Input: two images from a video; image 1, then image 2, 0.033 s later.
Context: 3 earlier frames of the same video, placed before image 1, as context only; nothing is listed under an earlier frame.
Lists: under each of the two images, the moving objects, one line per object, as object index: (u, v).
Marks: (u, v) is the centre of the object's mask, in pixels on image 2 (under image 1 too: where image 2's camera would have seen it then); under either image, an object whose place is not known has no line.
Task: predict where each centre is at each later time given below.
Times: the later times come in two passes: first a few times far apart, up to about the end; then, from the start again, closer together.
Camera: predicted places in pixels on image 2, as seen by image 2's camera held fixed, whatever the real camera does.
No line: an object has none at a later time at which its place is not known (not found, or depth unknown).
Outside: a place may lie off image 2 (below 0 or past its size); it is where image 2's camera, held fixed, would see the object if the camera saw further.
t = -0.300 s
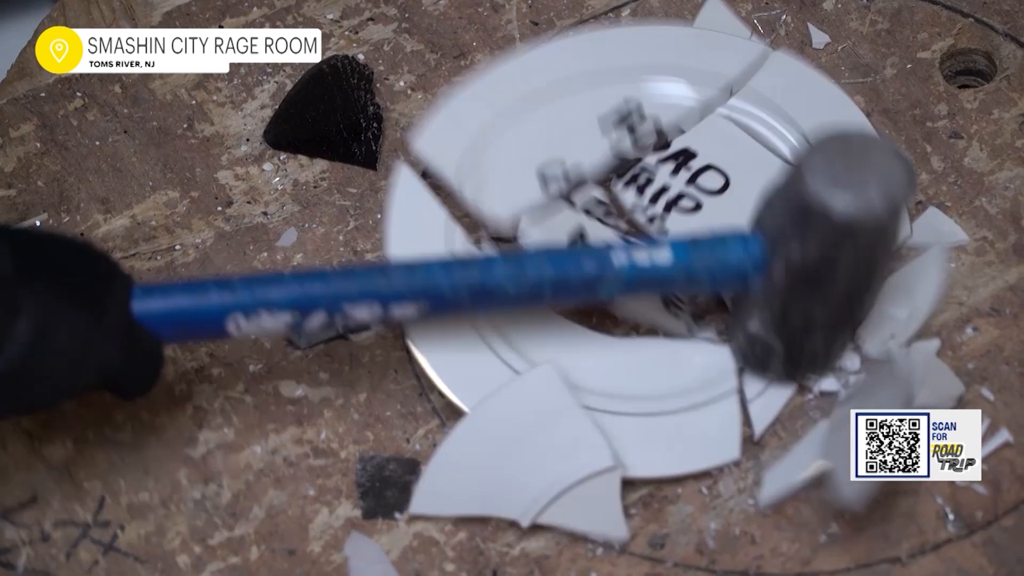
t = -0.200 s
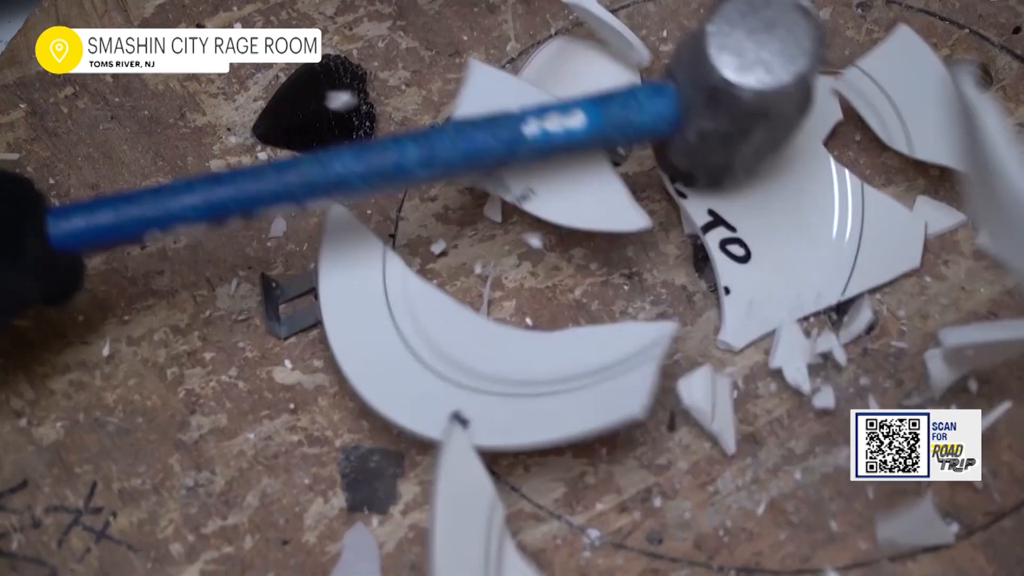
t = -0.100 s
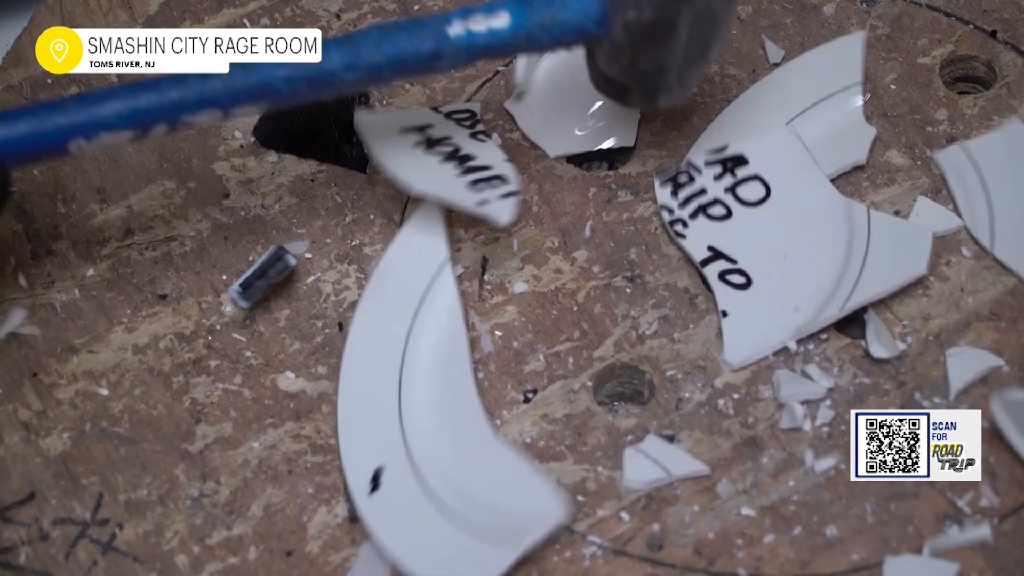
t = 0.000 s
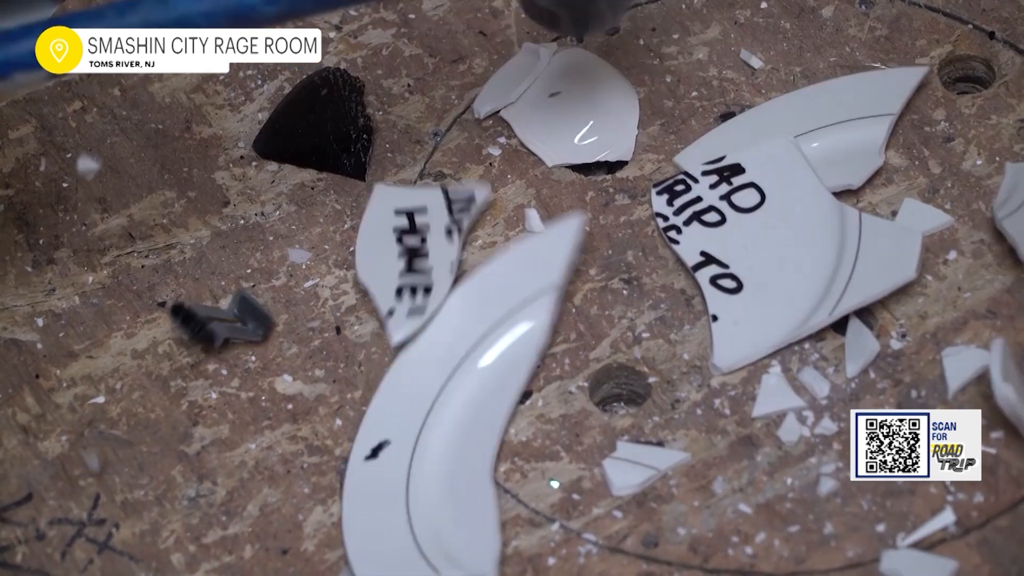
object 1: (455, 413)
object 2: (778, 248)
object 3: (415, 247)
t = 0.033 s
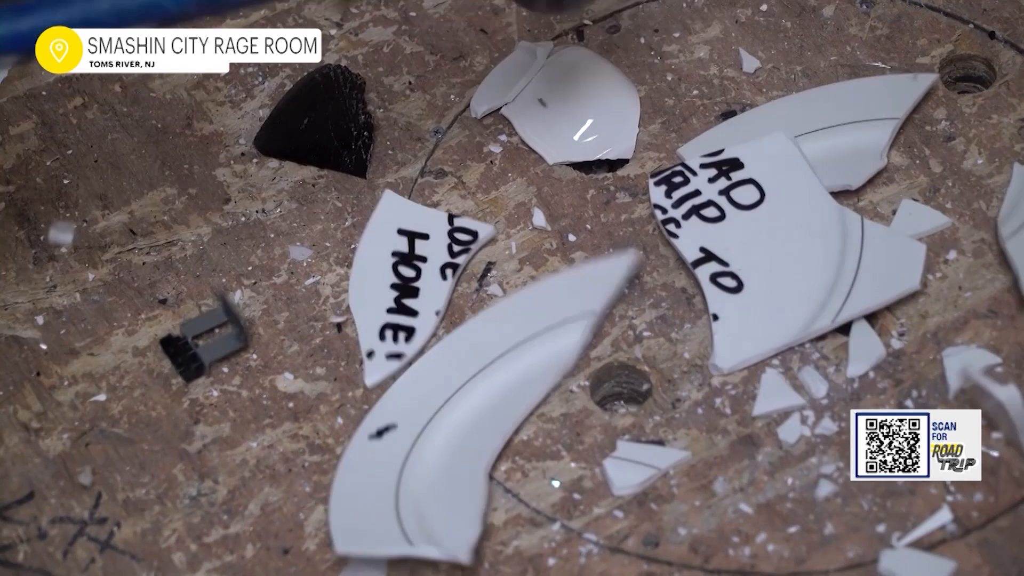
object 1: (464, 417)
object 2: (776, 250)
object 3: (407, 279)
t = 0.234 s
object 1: (459, 413)
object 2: (766, 256)
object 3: (389, 285)
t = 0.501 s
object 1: (471, 424)
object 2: (764, 261)
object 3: (387, 279)
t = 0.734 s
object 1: (476, 425)
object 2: (764, 262)
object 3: (389, 271)
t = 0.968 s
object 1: (476, 425)
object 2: (764, 262)
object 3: (390, 269)
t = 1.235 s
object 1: (476, 425)
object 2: (764, 262)
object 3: (390, 269)
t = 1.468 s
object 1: (476, 425)
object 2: (764, 262)
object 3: (390, 269)
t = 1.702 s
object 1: (476, 425)
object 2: (764, 262)
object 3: (390, 269)
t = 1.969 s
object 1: (476, 425)
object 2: (764, 262)
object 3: (390, 269)
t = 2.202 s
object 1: (476, 425)
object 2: (764, 262)
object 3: (390, 269)
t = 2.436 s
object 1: (476, 425)
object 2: (764, 262)
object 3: (390, 269)
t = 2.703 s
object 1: (476, 425)
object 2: (764, 262)
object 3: (390, 269)
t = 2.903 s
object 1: (476, 425)
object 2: (764, 262)
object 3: (390, 269)
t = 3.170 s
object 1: (476, 425)
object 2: (764, 262)
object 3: (390, 269)
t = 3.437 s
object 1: (476, 425)
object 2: (764, 262)
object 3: (390, 269)
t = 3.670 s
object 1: (476, 425)
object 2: (764, 262)
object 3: (390, 269)
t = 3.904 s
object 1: (476, 425)
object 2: (764, 262)
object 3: (390, 269)
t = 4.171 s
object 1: (476, 425)
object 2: (764, 262)
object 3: (390, 269)
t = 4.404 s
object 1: (476, 425)
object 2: (764, 262)
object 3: (390, 269)
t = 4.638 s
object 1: (476, 425)
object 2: (764, 262)
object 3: (390, 269)
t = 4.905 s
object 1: (476, 425)
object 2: (764, 262)
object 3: (390, 269)
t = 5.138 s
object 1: (476, 425)
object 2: (764, 262)
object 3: (390, 269)
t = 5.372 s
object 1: (476, 425)
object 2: (764, 262)
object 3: (390, 269)
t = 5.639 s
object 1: (476, 425)
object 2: (764, 262)
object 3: (390, 269)
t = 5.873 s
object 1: (476, 425)
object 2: (764, 262)
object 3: (390, 269)
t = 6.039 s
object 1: (476, 425)
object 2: (764, 262)
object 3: (390, 269)
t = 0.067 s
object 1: (465, 415)
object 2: (776, 250)
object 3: (404, 279)
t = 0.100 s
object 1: (461, 409)
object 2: (776, 250)
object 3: (403, 279)
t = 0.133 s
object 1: (455, 407)
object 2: (774, 251)
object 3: (402, 279)
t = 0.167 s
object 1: (452, 406)
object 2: (770, 253)
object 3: (398, 281)
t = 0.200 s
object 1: (454, 408)
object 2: (767, 254)
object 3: (394, 283)
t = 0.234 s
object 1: (459, 413)
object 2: (766, 256)
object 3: (389, 285)
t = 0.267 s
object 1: (465, 420)
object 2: (765, 257)
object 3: (386, 286)
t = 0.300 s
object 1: (469, 422)
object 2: (766, 260)
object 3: (385, 285)
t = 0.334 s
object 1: (469, 418)
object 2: (766, 260)
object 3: (387, 281)
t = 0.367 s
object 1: (470, 417)
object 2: (766, 261)
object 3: (387, 279)
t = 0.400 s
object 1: (471, 420)
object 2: (765, 261)
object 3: (387, 280)
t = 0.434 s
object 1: (471, 422)
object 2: (764, 261)
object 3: (386, 281)
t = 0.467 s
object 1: (471, 423)
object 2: (764, 261)
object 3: (387, 280)
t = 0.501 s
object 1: (471, 424)
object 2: (764, 261)
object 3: (387, 279)
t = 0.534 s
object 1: (472, 424)
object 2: (764, 261)
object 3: (387, 278)
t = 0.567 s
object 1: (474, 425)
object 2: (764, 261)
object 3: (388, 276)
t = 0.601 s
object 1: (475, 424)
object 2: (764, 262)
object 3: (388, 274)
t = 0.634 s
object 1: (475, 423)
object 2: (764, 262)
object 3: (389, 273)
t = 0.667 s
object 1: (474, 424)
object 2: (764, 262)
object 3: (388, 273)
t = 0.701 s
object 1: (475, 424)
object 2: (764, 262)
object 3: (389, 272)
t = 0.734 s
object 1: (476, 425)
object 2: (764, 262)
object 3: (389, 271)
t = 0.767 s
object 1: (477, 425)
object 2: (764, 262)
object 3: (390, 270)
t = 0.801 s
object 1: (476, 425)
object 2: (764, 262)
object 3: (390, 269)
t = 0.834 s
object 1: (476, 425)
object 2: (764, 262)
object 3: (390, 269)
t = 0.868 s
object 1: (476, 425)
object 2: (764, 262)
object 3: (390, 269)
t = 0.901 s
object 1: (476, 425)
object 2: (764, 262)
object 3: (390, 269)
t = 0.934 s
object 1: (476, 425)
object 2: (764, 262)
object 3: (390, 269)
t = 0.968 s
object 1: (476, 425)
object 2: (764, 262)
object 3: (390, 269)
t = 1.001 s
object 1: (476, 425)
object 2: (764, 262)
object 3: (390, 269)
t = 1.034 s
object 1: (476, 425)
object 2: (764, 262)
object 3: (390, 269)
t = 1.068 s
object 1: (476, 425)
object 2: (764, 262)
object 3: (390, 269)
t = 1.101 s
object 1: (476, 425)
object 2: (764, 262)
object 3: (390, 269)
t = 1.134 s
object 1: (476, 425)
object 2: (764, 262)
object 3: (390, 269)
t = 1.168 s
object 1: (476, 425)
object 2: (764, 262)
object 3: (390, 269)
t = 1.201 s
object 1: (476, 425)
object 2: (764, 262)
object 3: (390, 269)
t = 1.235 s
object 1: (476, 425)
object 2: (764, 262)
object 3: (390, 269)
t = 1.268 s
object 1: (476, 425)
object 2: (764, 262)
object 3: (390, 269)
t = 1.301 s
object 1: (476, 425)
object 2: (764, 262)
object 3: (390, 269)
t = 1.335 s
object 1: (476, 425)
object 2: (764, 262)
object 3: (390, 269)
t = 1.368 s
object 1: (476, 425)
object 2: (764, 262)
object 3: (390, 269)
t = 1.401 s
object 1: (476, 425)
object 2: (764, 262)
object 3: (390, 269)
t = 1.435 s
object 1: (476, 425)
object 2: (764, 262)
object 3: (390, 269)
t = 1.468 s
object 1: (476, 425)
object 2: (764, 262)
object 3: (390, 269)
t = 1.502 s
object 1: (476, 425)
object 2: (764, 262)
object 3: (390, 269)
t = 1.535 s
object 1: (476, 425)
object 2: (764, 262)
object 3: (390, 269)
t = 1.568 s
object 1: (476, 425)
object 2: (764, 262)
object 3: (390, 269)
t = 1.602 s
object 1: (476, 425)
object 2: (764, 262)
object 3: (390, 269)
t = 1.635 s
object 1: (476, 425)
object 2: (764, 262)
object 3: (390, 269)
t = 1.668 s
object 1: (476, 425)
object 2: (764, 262)
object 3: (390, 269)
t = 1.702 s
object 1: (476, 425)
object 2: (764, 262)
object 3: (390, 269)
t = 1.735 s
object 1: (476, 425)
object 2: (764, 262)
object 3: (390, 269)
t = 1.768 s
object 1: (476, 425)
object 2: (764, 262)
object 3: (390, 269)
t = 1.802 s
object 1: (476, 425)
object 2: (764, 262)
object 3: (390, 269)
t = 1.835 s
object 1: (476, 425)
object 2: (764, 262)
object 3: (390, 269)
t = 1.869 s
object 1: (476, 425)
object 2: (764, 262)
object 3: (390, 269)
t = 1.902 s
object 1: (476, 425)
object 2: (764, 262)
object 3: (390, 269)
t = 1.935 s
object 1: (476, 425)
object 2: (764, 262)
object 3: (390, 269)
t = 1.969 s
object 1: (476, 425)
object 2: (764, 262)
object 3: (390, 269)
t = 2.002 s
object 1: (476, 425)
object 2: (764, 262)
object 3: (390, 269)
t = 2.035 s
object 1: (476, 425)
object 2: (764, 262)
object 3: (390, 269)
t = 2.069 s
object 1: (476, 425)
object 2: (764, 262)
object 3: (390, 269)
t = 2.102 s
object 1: (476, 425)
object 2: (764, 262)
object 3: (390, 269)
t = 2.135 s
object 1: (476, 425)
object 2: (764, 262)
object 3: (390, 269)
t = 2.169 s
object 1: (476, 425)
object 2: (764, 262)
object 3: (390, 269)
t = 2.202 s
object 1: (476, 425)
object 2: (764, 262)
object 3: (390, 269)
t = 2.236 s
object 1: (476, 425)
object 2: (764, 262)
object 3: (390, 269)
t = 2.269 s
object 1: (476, 425)
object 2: (764, 262)
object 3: (390, 269)
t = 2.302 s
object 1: (476, 425)
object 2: (764, 262)
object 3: (390, 269)
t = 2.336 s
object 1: (476, 425)
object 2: (764, 262)
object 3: (390, 269)
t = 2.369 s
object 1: (476, 425)
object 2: (764, 262)
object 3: (390, 269)
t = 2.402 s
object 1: (476, 425)
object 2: (764, 262)
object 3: (390, 269)
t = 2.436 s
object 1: (476, 425)
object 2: (764, 262)
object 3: (390, 269)
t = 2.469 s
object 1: (476, 425)
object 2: (764, 262)
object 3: (390, 269)
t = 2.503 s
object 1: (476, 425)
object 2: (764, 262)
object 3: (390, 269)
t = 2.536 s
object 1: (476, 425)
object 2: (764, 262)
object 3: (390, 269)
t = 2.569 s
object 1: (476, 425)
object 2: (764, 262)
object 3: (390, 269)
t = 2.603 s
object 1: (476, 425)
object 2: (764, 262)
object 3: (390, 269)
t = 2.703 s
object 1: (476, 425)
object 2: (764, 262)
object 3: (390, 269)
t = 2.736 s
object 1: (476, 425)
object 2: (764, 262)
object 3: (390, 269)
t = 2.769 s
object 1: (476, 425)
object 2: (764, 262)
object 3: (390, 269)
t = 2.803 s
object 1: (476, 425)
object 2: (764, 262)
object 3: (390, 269)
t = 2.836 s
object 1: (476, 425)
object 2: (764, 262)
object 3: (390, 269)
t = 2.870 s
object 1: (476, 425)
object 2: (764, 262)
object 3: (390, 269)
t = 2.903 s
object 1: (476, 425)
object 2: (764, 262)
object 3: (390, 269)
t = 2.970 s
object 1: (476, 425)
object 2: (764, 262)
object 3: (390, 269)
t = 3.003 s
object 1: (476, 425)
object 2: (764, 262)
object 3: (390, 269)
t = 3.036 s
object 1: (476, 425)
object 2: (764, 262)
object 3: (390, 269)
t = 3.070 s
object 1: (476, 425)
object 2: (764, 262)
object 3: (390, 269)
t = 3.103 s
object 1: (476, 425)
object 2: (764, 262)
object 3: (390, 269)
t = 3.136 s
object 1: (476, 425)
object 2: (764, 262)
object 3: (390, 269)
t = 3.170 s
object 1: (476, 425)
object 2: (764, 262)
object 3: (390, 269)
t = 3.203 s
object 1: (476, 425)
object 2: (764, 262)
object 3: (390, 269)
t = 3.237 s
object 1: (476, 425)
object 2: (764, 262)
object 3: (390, 269)
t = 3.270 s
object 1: (476, 425)
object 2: (764, 262)
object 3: (390, 269)
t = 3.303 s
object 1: (476, 425)
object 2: (764, 262)
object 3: (390, 269)
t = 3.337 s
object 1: (476, 425)
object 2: (764, 262)
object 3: (390, 269)
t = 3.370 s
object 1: (476, 425)
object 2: (764, 262)
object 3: (390, 269)
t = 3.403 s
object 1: (476, 425)
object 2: (764, 262)
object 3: (390, 269)
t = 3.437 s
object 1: (476, 425)
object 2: (764, 262)
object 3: (390, 269)
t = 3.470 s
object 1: (476, 425)
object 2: (764, 262)
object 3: (390, 269)
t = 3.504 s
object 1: (476, 425)
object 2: (764, 262)
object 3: (390, 269)
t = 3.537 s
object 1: (476, 425)
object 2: (764, 262)
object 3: (390, 269)
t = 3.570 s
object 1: (476, 425)
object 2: (764, 262)
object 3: (390, 269)
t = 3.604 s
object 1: (476, 425)
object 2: (764, 262)
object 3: (390, 269)
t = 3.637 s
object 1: (476, 425)
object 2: (764, 262)
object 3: (390, 269)
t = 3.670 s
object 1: (476, 425)
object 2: (764, 262)
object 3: (390, 269)
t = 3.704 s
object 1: (476, 425)
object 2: (764, 262)
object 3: (390, 269)
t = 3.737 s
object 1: (476, 425)
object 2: (764, 262)
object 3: (390, 269)
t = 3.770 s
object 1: (476, 425)
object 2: (764, 262)
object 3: (390, 269)
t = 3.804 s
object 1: (476, 425)
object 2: (764, 262)
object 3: (390, 269)
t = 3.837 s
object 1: (476, 425)
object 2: (764, 262)
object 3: (390, 269)
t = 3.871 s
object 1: (476, 425)
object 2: (764, 262)
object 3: (390, 269)
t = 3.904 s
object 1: (476, 425)
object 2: (764, 262)
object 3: (390, 269)
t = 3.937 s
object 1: (476, 425)
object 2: (764, 262)
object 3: (390, 269)
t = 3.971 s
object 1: (476, 425)
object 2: (764, 262)
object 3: (390, 269)
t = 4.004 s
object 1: (476, 425)
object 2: (764, 262)
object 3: (390, 269)
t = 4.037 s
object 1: (476, 425)
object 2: (764, 262)
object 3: (390, 269)
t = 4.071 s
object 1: (476, 425)
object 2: (764, 262)
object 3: (390, 269)
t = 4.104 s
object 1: (476, 425)
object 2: (764, 262)
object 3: (390, 269)
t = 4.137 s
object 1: (476, 425)
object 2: (764, 262)
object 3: (390, 269)
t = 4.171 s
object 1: (476, 425)
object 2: (764, 262)
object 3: (390, 269)
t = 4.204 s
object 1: (476, 425)
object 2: (764, 262)
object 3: (390, 269)
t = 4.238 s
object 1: (476, 425)
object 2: (764, 262)
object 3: (390, 269)
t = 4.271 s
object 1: (476, 425)
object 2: (764, 262)
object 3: (390, 269)
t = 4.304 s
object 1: (476, 425)
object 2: (764, 262)
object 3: (390, 269)
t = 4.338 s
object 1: (476, 425)
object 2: (764, 262)
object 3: (390, 269)
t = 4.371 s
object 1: (476, 425)
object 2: (764, 262)
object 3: (390, 269)
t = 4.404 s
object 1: (476, 425)
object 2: (764, 262)
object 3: (390, 269)
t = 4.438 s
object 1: (476, 425)
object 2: (764, 262)
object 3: (390, 269)
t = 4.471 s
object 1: (476, 425)
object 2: (764, 262)
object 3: (390, 269)
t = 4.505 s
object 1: (476, 425)
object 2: (764, 262)
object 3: (390, 269)
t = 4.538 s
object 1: (476, 425)
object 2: (764, 262)
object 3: (390, 269)
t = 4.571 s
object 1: (476, 425)
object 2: (764, 262)
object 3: (390, 269)
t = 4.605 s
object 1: (476, 425)
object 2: (764, 262)
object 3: (390, 269)
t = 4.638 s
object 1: (476, 425)
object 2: (764, 262)
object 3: (390, 269)
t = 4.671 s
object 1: (476, 425)
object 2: (764, 262)
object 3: (390, 269)
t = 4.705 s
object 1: (476, 425)
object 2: (764, 262)
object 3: (390, 269)
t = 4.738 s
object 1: (476, 425)
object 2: (764, 262)
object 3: (390, 269)
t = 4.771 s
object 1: (476, 425)
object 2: (764, 262)
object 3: (390, 269)
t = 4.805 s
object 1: (476, 425)
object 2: (764, 262)
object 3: (390, 269)
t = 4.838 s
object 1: (476, 425)
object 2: (764, 262)
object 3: (390, 269)
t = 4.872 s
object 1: (476, 425)
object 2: (764, 262)
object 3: (390, 269)
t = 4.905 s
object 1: (476, 425)
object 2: (764, 262)
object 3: (390, 269)
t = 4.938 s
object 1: (476, 425)
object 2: (764, 262)
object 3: (390, 269)
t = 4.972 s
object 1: (476, 425)
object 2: (764, 262)
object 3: (390, 269)
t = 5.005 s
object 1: (476, 425)
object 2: (764, 262)
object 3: (390, 269)
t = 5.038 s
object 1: (476, 425)
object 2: (764, 262)
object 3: (390, 269)
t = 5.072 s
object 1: (476, 425)
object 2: (764, 262)
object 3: (390, 269)
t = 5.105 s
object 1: (476, 425)
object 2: (764, 262)
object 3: (390, 269)
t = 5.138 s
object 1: (476, 425)
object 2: (764, 262)
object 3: (390, 269)
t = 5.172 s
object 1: (476, 425)
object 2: (764, 262)
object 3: (390, 269)
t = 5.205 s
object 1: (476, 425)
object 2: (764, 262)
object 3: (390, 269)
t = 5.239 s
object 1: (476, 425)
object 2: (764, 262)
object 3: (390, 269)
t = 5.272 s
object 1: (476, 425)
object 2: (764, 262)
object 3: (390, 269)
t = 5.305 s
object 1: (476, 425)
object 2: (764, 262)
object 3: (390, 269)
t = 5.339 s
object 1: (476, 425)
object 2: (764, 262)
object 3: (390, 269)
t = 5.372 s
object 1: (476, 425)
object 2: (764, 262)
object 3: (390, 269)
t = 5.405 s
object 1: (476, 425)
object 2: (764, 262)
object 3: (390, 269)
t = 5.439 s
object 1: (476, 425)
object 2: (764, 262)
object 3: (390, 269)
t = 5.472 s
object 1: (476, 425)
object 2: (764, 262)
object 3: (390, 269)
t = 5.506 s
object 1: (476, 425)
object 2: (764, 262)
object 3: (390, 269)
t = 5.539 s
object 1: (476, 425)
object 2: (764, 262)
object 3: (390, 269)
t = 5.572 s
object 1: (476, 425)
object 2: (764, 262)
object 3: (390, 269)
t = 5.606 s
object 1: (476, 425)
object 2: (764, 262)
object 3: (390, 269)
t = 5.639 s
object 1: (476, 425)
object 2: (764, 262)
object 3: (390, 269)
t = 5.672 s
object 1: (476, 425)
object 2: (764, 262)
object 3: (390, 269)
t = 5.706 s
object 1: (476, 425)
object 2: (764, 262)
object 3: (390, 269)
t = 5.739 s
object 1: (476, 425)
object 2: (764, 262)
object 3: (390, 269)
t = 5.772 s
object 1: (476, 425)
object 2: (764, 262)
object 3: (390, 269)
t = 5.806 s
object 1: (476, 425)
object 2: (764, 262)
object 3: (390, 269)
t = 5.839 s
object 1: (476, 425)
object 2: (764, 262)
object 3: (390, 269)
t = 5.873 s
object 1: (476, 425)
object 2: (764, 262)
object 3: (390, 269)
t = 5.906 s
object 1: (476, 425)
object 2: (764, 262)
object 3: (390, 269)
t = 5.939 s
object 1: (476, 425)
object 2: (764, 262)
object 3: (390, 269)
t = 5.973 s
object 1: (476, 425)
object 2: (764, 262)
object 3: (390, 269)
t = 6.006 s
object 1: (476, 425)
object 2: (764, 262)
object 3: (390, 269)
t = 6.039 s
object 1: (476, 425)
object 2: (764, 262)
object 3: (390, 269)
